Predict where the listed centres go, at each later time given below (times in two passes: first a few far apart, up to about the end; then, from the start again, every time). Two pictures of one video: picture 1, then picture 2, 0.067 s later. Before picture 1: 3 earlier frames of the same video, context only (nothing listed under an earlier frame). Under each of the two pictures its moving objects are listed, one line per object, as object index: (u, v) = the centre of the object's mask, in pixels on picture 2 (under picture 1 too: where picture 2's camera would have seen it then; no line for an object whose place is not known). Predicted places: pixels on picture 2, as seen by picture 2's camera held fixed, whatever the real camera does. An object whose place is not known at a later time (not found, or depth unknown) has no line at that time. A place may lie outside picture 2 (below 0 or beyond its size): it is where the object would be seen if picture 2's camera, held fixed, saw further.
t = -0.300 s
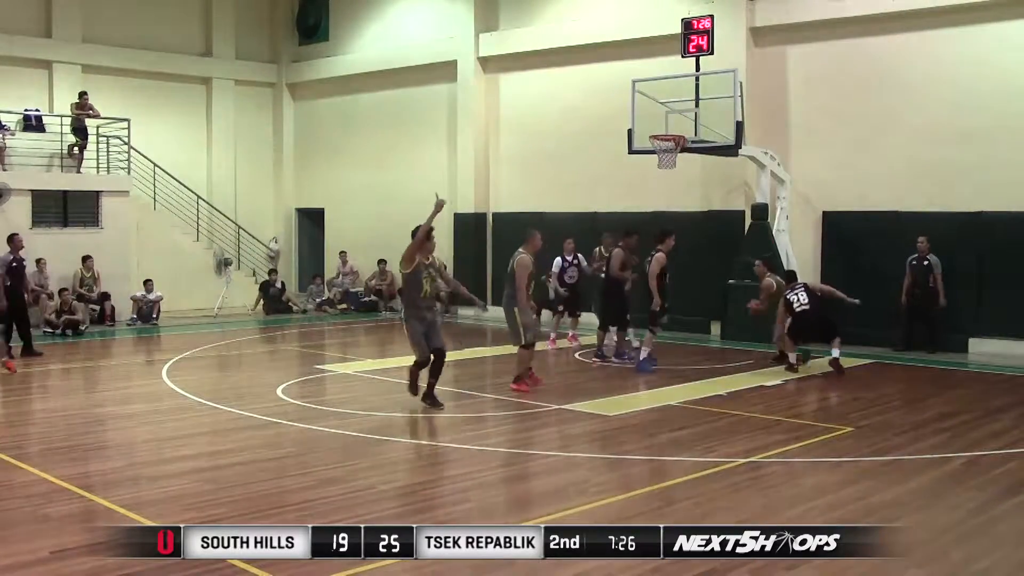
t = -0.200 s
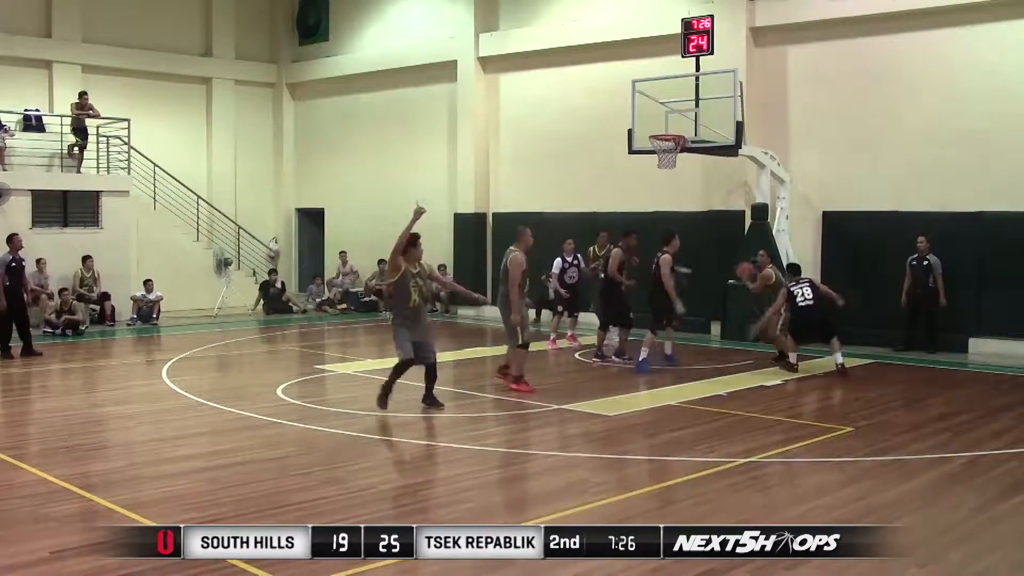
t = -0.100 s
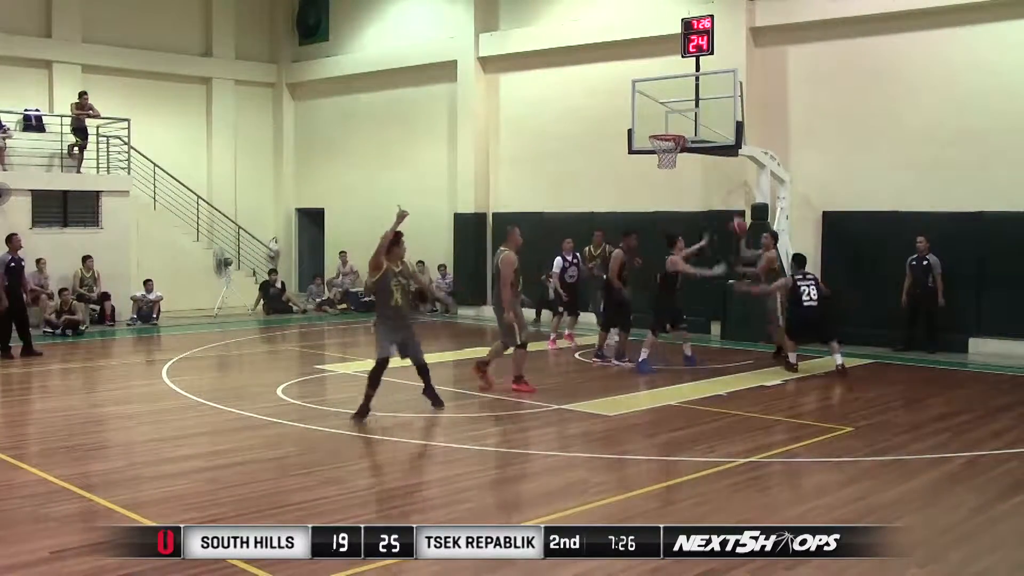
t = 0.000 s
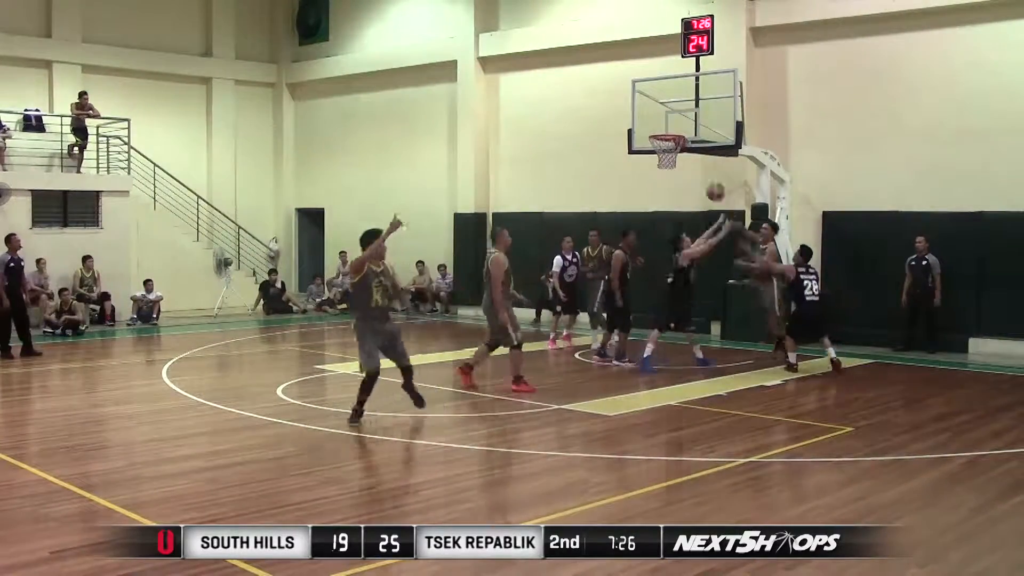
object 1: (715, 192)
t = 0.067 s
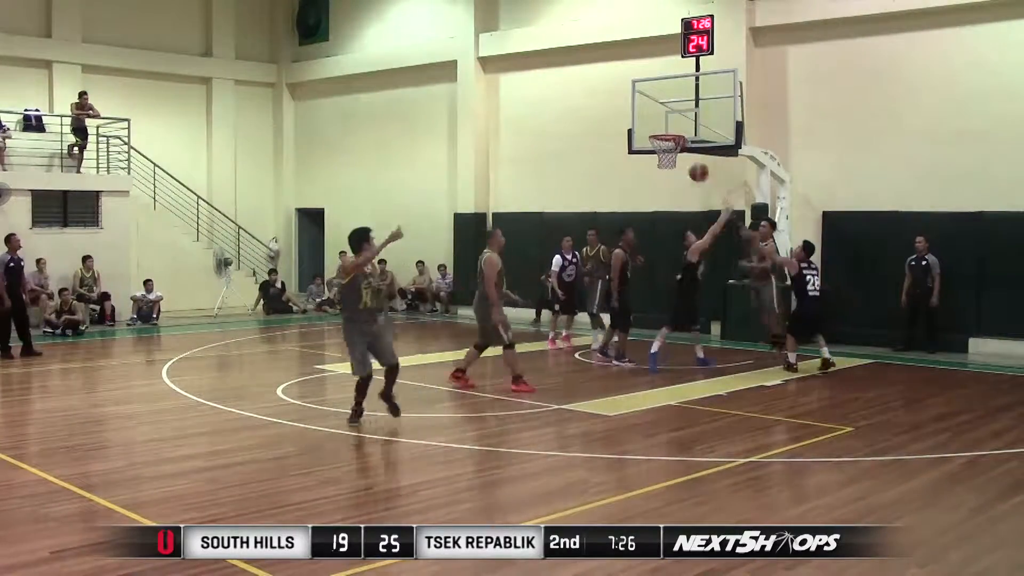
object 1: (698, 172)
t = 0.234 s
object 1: (650, 133)
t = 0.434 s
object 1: (576, 109)
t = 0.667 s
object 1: (455, 132)
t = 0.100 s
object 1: (689, 163)
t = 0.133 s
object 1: (681, 154)
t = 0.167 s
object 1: (673, 146)
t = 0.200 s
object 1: (658, 140)
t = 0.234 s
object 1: (650, 133)
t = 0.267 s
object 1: (640, 127)
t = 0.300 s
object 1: (628, 122)
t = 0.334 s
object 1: (616, 117)
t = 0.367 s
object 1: (603, 114)
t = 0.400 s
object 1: (590, 111)
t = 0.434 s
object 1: (576, 109)
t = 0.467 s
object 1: (561, 108)
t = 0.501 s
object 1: (546, 109)
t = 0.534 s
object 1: (530, 110)
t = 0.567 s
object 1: (512, 114)
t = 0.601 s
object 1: (494, 118)
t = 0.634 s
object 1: (475, 124)
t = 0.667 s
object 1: (455, 132)
